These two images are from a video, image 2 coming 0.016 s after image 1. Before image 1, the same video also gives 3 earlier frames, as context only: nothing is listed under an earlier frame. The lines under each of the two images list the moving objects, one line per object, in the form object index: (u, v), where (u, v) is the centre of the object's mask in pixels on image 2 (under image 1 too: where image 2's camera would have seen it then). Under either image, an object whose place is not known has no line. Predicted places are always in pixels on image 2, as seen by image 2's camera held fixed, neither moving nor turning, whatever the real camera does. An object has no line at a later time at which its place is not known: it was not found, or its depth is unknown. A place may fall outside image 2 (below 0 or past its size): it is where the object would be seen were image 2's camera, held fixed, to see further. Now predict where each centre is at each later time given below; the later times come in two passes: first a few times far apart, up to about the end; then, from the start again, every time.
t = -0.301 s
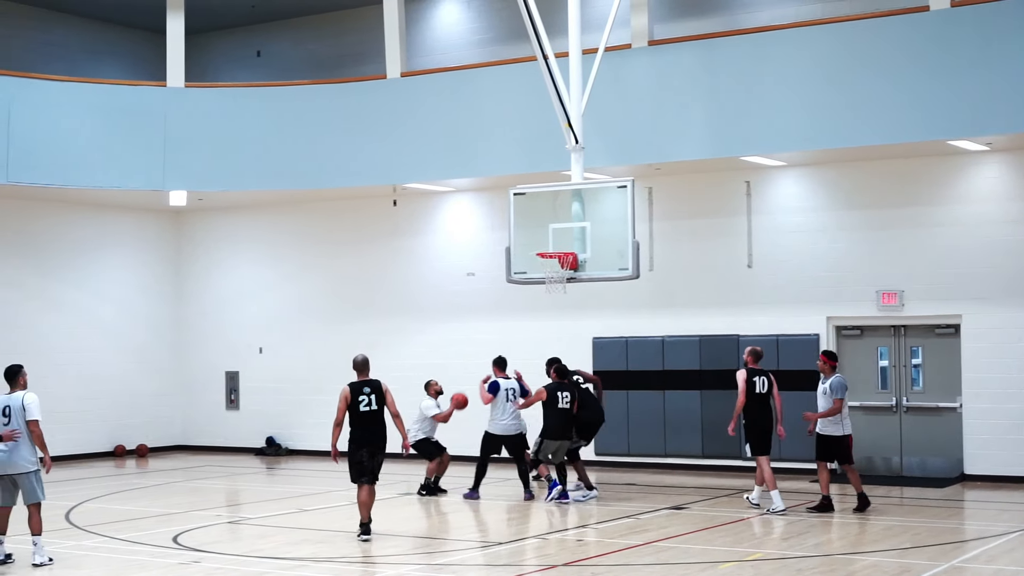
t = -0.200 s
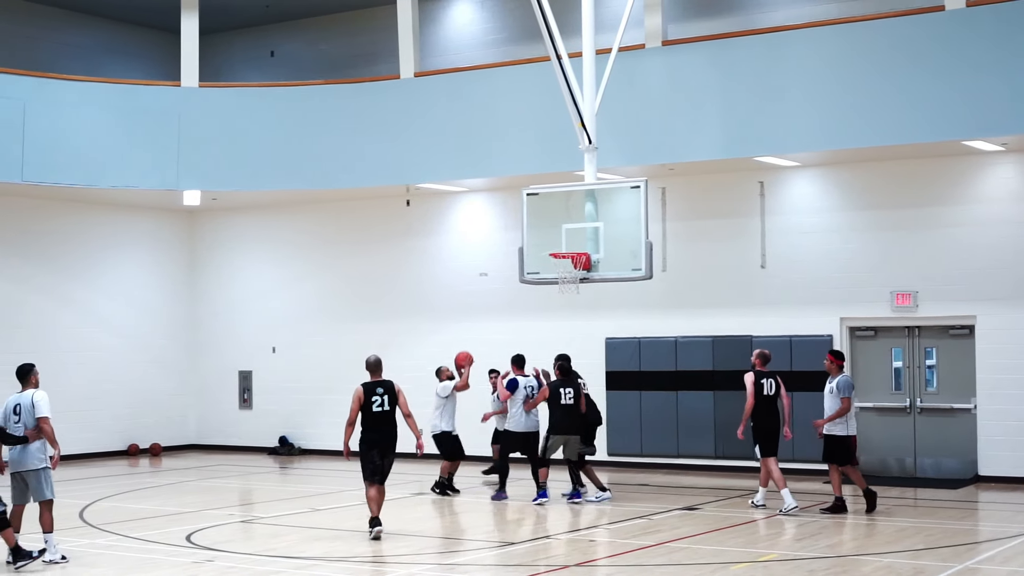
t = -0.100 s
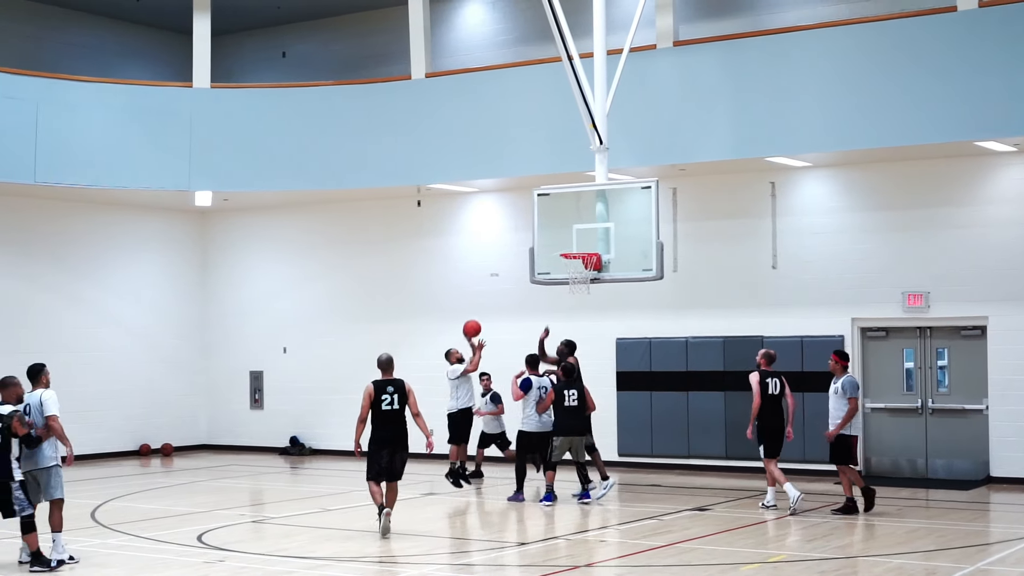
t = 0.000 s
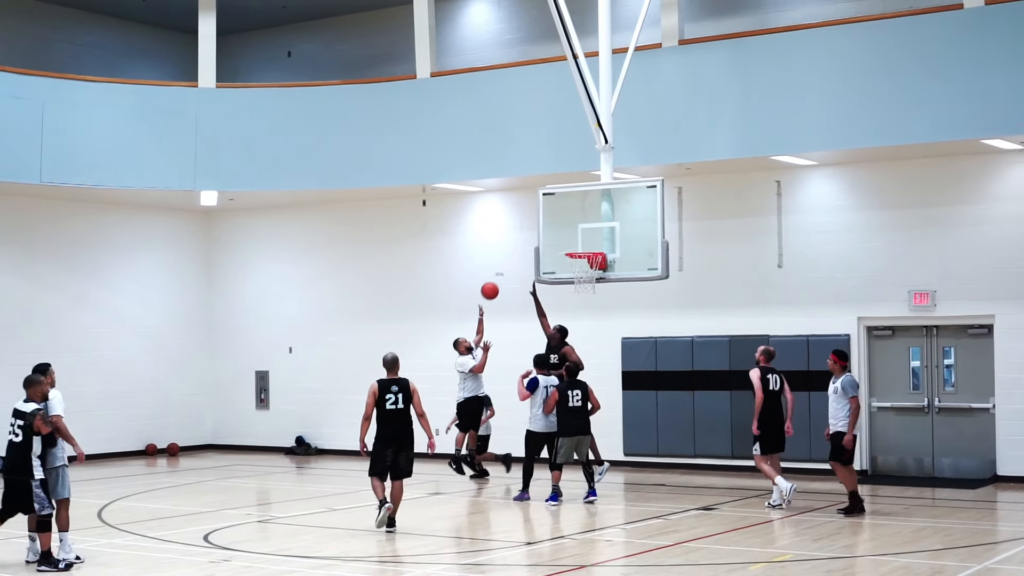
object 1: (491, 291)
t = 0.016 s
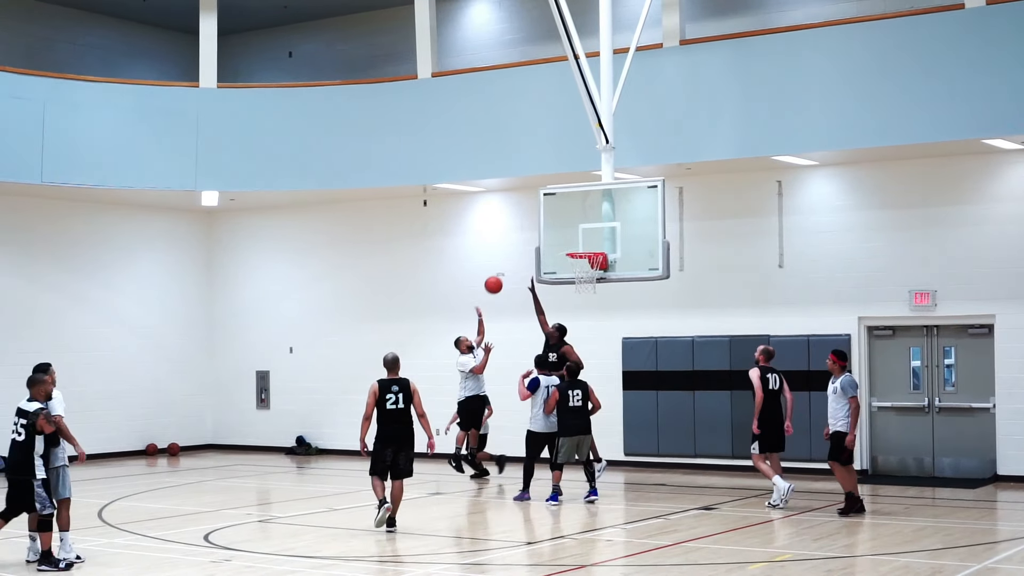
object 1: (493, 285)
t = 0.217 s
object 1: (529, 230)
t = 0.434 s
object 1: (568, 205)
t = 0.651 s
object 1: (581, 218)
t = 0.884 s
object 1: (586, 270)
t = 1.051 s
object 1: (579, 306)
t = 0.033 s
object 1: (496, 279)
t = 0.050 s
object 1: (499, 274)
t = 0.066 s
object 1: (502, 269)
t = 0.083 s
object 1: (505, 263)
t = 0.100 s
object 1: (508, 259)
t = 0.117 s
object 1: (511, 254)
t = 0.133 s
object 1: (514, 249)
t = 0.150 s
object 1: (517, 245)
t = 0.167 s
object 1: (520, 241)
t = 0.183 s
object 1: (523, 237)
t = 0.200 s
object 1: (526, 233)
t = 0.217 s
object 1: (529, 230)
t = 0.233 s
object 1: (532, 227)
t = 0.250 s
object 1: (535, 224)
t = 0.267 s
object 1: (538, 221)
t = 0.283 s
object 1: (541, 218)
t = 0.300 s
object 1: (544, 216)
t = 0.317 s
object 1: (547, 214)
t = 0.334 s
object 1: (550, 212)
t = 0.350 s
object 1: (553, 210)
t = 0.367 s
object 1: (556, 209)
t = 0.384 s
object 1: (559, 208)
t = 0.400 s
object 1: (562, 206)
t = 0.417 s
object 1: (565, 205)
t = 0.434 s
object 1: (568, 205)
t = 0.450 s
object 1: (571, 204)
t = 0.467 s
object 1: (573, 204)
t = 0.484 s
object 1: (574, 204)
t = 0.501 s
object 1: (575, 205)
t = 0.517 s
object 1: (575, 205)
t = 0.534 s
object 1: (576, 206)
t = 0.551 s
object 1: (577, 207)
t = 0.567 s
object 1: (578, 209)
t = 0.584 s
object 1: (578, 210)
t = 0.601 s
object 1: (579, 212)
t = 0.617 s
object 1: (580, 214)
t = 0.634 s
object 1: (580, 216)
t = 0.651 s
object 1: (581, 218)
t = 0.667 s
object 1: (582, 221)
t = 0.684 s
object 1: (582, 224)
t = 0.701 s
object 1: (583, 227)
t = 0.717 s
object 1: (584, 230)
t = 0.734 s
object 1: (584, 234)
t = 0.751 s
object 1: (585, 237)
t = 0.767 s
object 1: (586, 241)
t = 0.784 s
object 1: (586, 245)
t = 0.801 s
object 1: (587, 247)
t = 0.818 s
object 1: (588, 253)
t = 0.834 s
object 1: (589, 259)
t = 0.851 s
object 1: (588, 263)
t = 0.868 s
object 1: (587, 266)
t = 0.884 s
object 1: (586, 270)
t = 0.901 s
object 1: (585, 274)
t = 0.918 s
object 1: (584, 277)
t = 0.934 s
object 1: (584, 279)
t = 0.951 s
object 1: (583, 283)
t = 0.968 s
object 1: (582, 289)
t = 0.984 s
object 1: (581, 291)
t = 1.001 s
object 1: (580, 293)
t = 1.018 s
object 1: (580, 297)
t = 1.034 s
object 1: (579, 301)
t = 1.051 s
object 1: (579, 306)
